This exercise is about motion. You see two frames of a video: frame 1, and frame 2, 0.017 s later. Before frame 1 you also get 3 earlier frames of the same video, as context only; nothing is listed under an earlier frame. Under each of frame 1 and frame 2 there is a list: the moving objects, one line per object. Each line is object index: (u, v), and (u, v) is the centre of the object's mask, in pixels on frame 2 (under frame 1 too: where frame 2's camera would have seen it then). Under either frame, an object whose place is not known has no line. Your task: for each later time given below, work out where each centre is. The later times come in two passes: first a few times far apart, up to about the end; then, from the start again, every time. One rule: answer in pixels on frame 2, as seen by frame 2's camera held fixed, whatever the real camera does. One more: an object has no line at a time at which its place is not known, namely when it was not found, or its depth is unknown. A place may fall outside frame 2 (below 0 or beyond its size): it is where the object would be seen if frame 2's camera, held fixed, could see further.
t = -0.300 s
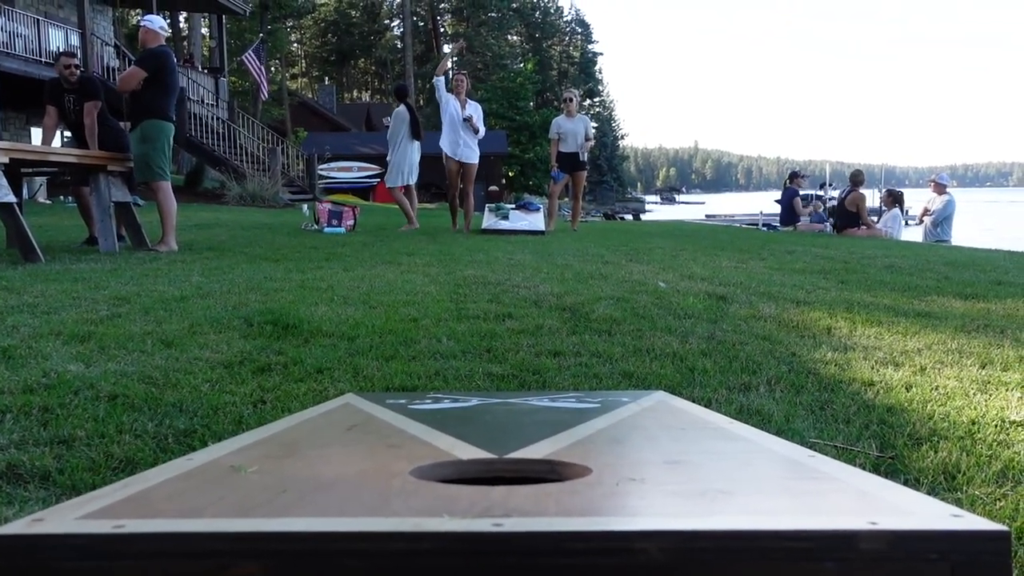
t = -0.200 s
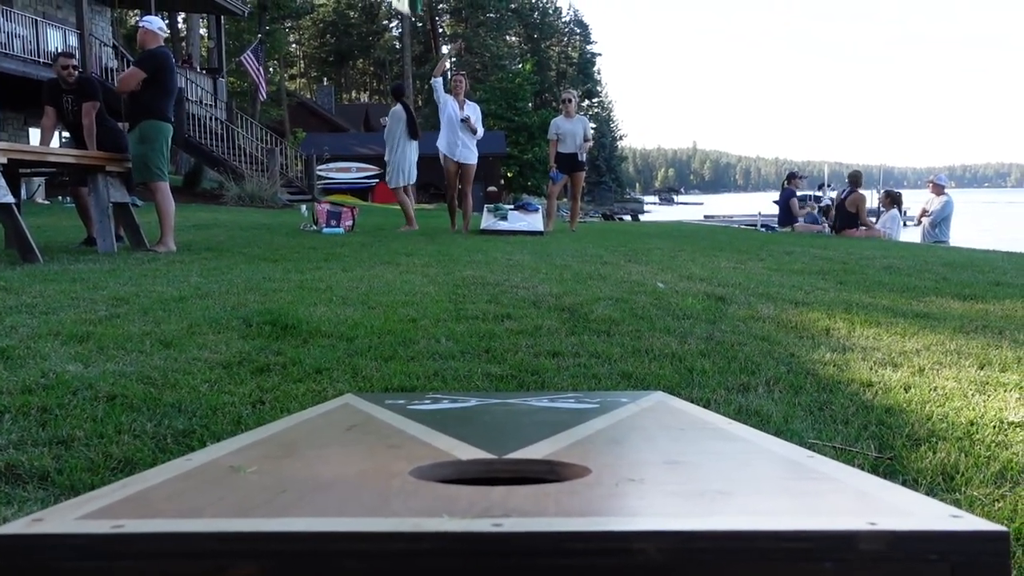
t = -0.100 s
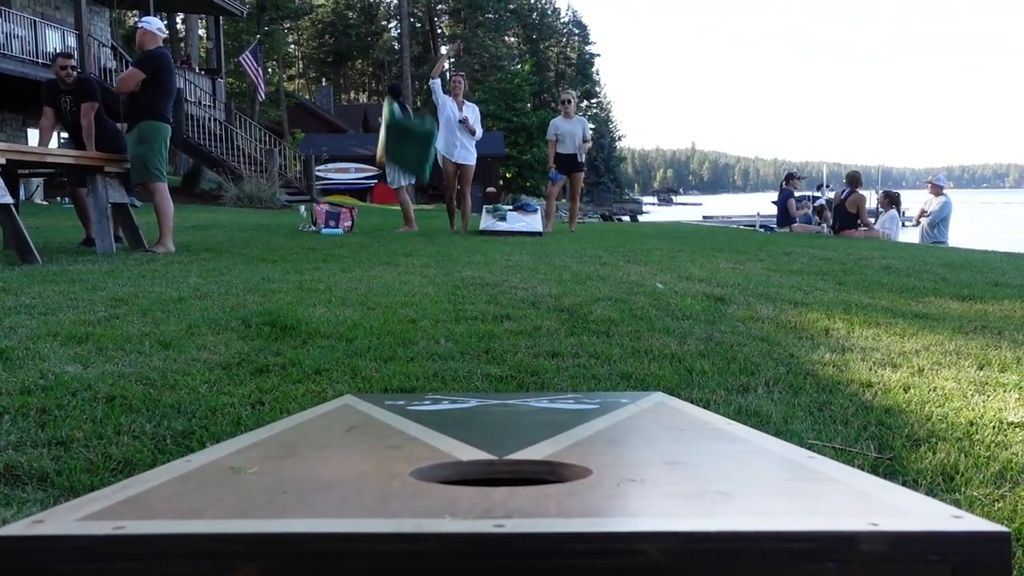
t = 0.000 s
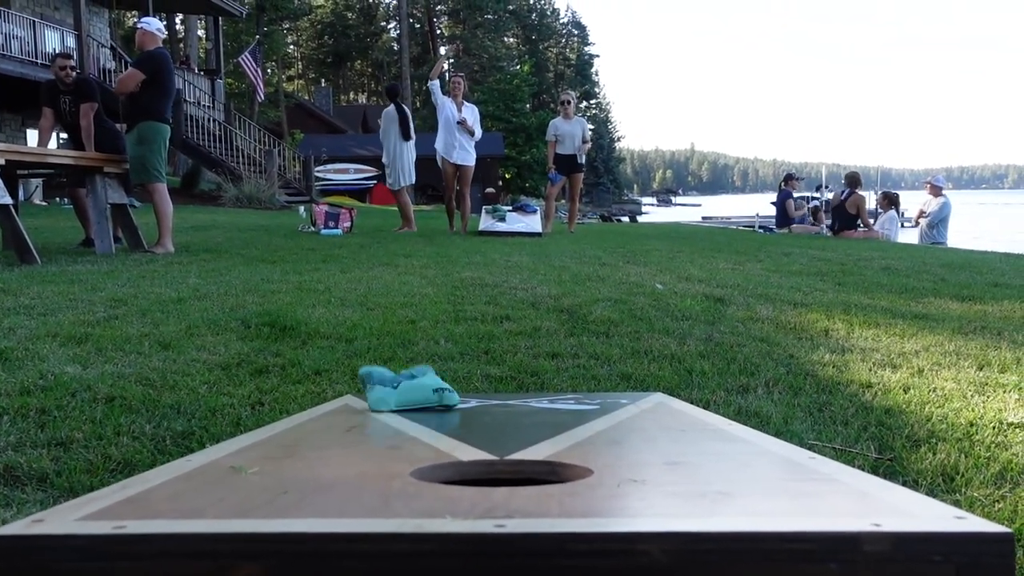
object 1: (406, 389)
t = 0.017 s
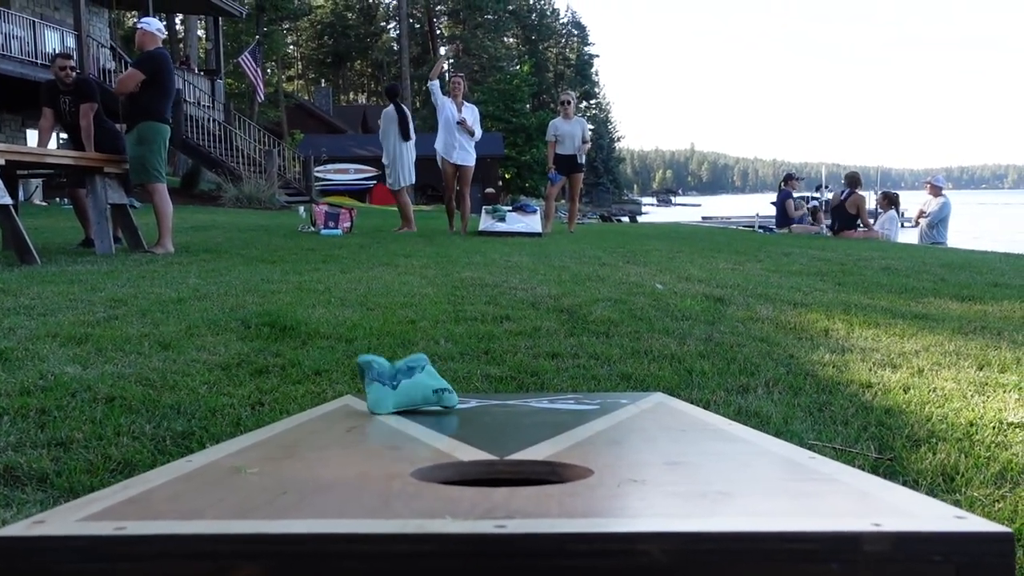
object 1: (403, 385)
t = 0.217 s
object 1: (347, 420)
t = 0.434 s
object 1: (287, 458)
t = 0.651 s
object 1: (286, 460)
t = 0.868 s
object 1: (286, 460)
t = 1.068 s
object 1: (286, 460)
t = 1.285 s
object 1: (286, 460)
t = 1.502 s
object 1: (286, 460)
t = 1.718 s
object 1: (286, 460)
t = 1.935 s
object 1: (286, 460)
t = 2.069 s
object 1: (286, 460)
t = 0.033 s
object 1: (400, 382)
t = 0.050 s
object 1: (397, 379)
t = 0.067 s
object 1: (394, 379)
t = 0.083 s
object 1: (390, 378)
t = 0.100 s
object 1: (386, 378)
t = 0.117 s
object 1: (381, 379)
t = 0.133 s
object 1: (376, 381)
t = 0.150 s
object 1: (371, 384)
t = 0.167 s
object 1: (364, 389)
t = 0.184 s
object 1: (358, 397)
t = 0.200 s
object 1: (352, 408)
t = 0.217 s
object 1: (347, 420)
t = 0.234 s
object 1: (342, 430)
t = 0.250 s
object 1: (337, 436)
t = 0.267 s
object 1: (331, 438)
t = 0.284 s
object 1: (326, 440)
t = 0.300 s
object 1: (320, 443)
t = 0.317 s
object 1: (314, 446)
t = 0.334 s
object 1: (309, 449)
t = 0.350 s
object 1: (304, 451)
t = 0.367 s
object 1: (299, 453)
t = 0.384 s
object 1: (295, 455)
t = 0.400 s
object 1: (292, 457)
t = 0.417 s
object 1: (289, 458)
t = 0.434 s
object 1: (287, 458)
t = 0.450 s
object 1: (286, 459)
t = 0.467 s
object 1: (286, 459)
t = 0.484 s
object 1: (286, 459)
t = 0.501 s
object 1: (286, 459)
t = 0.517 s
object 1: (286, 459)
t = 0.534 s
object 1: (286, 460)
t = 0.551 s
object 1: (286, 460)
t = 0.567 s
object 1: (286, 460)
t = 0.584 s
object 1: (286, 460)
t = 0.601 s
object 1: (286, 460)
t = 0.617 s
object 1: (286, 460)
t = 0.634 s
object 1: (286, 460)
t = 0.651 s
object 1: (286, 460)
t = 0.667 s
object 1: (286, 460)
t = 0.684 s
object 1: (286, 460)
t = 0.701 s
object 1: (286, 460)
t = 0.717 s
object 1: (286, 460)
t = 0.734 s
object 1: (286, 460)
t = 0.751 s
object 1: (286, 460)
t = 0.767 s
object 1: (286, 460)
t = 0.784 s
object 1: (286, 460)
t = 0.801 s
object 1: (286, 460)
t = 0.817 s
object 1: (286, 460)
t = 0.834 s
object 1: (286, 460)
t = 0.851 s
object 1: (286, 460)
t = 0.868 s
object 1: (286, 460)
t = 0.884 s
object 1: (286, 460)
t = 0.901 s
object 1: (286, 460)
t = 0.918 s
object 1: (286, 460)
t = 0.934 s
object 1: (286, 460)
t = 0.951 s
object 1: (286, 460)
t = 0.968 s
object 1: (286, 460)
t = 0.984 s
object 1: (286, 460)
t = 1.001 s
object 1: (286, 460)
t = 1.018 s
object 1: (286, 460)
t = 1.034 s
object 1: (286, 460)
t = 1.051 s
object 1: (286, 460)
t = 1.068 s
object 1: (286, 460)
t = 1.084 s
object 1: (286, 460)
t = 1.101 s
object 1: (286, 460)
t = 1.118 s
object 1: (286, 460)
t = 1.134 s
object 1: (286, 460)
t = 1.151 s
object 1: (286, 460)
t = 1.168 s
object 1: (286, 460)
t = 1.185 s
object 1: (286, 460)
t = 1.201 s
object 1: (286, 460)
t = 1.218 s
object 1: (286, 460)
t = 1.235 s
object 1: (286, 460)
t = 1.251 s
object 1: (286, 460)
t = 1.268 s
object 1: (286, 460)
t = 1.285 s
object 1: (286, 460)
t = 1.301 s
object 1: (286, 460)
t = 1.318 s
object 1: (286, 460)
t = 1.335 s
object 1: (286, 460)
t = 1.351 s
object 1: (286, 460)
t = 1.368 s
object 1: (286, 460)
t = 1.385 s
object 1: (286, 460)
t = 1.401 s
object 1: (286, 460)
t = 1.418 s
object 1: (286, 460)
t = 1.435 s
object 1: (286, 460)
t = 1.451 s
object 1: (286, 460)
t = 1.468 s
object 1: (286, 460)
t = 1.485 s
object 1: (286, 460)
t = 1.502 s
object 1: (286, 460)
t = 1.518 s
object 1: (286, 460)
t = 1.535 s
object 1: (286, 460)
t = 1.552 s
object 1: (286, 460)
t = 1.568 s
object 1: (286, 460)
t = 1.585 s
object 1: (286, 460)
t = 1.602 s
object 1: (286, 460)
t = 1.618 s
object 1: (286, 460)
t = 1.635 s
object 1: (286, 460)
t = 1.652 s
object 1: (286, 460)
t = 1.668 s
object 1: (286, 460)
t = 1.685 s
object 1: (286, 460)
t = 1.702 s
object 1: (286, 460)
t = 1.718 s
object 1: (286, 460)
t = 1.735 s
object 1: (286, 460)
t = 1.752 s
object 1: (286, 460)
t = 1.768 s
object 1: (286, 460)
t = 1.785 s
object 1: (286, 460)
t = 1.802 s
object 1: (286, 460)
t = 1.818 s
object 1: (286, 460)
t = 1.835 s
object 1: (286, 460)
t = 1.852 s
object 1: (286, 460)
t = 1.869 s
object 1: (286, 460)
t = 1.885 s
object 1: (286, 460)
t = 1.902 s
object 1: (286, 460)
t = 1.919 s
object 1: (286, 460)
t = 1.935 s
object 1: (286, 460)
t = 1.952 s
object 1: (286, 460)
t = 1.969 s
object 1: (286, 460)
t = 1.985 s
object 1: (286, 460)
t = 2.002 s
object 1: (286, 460)
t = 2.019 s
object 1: (286, 460)
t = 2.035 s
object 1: (286, 460)
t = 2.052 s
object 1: (286, 460)
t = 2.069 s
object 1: (286, 460)
